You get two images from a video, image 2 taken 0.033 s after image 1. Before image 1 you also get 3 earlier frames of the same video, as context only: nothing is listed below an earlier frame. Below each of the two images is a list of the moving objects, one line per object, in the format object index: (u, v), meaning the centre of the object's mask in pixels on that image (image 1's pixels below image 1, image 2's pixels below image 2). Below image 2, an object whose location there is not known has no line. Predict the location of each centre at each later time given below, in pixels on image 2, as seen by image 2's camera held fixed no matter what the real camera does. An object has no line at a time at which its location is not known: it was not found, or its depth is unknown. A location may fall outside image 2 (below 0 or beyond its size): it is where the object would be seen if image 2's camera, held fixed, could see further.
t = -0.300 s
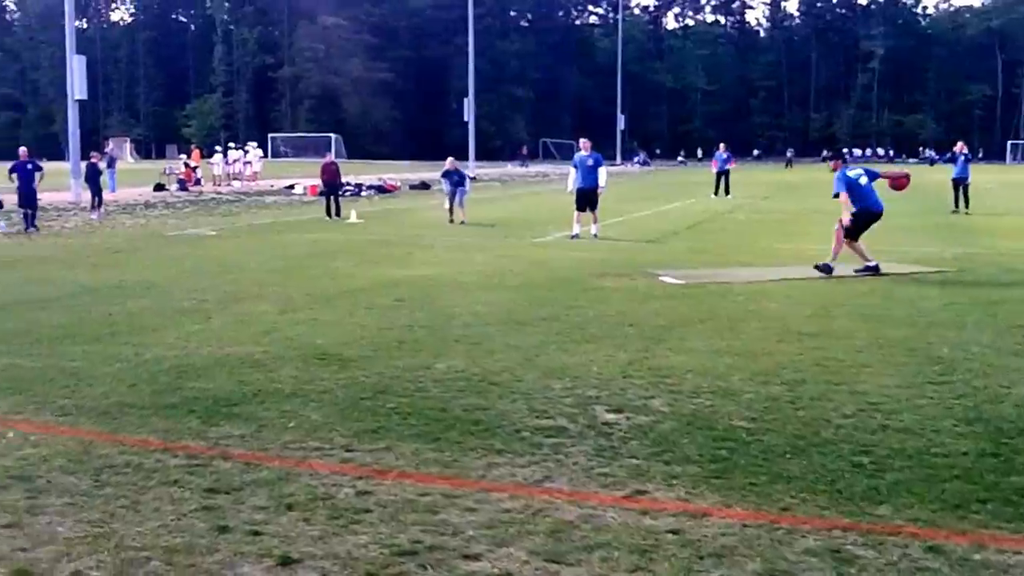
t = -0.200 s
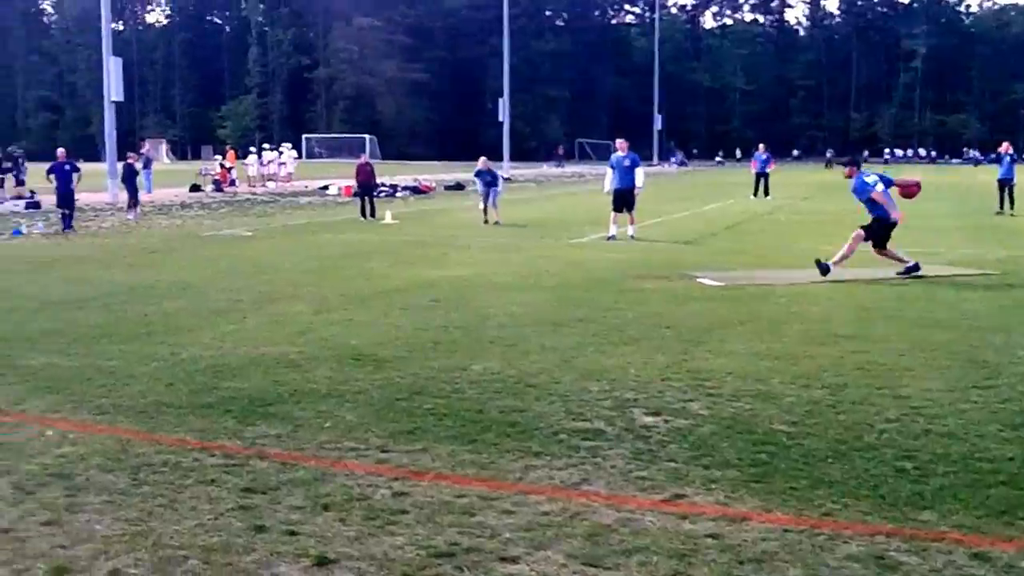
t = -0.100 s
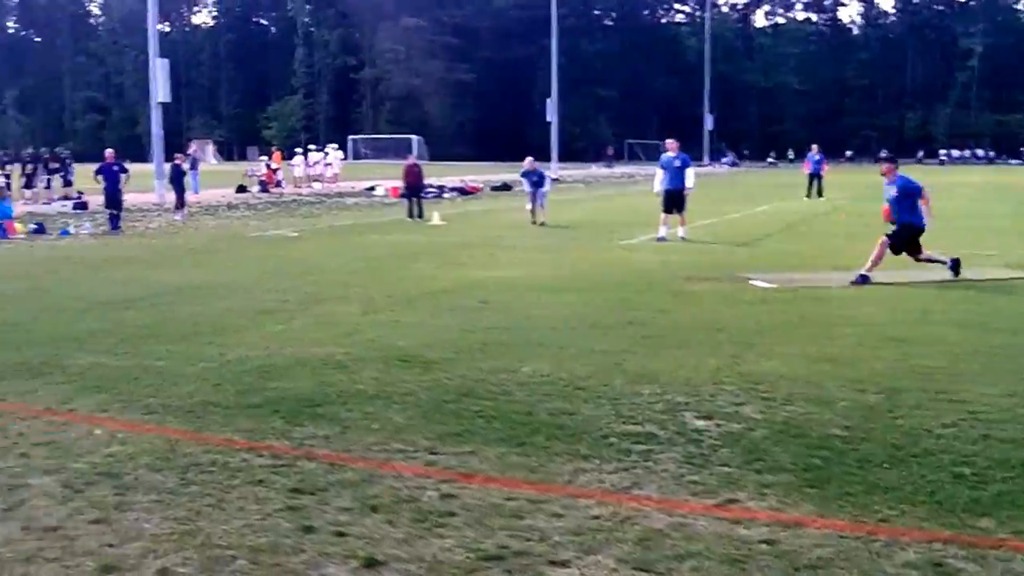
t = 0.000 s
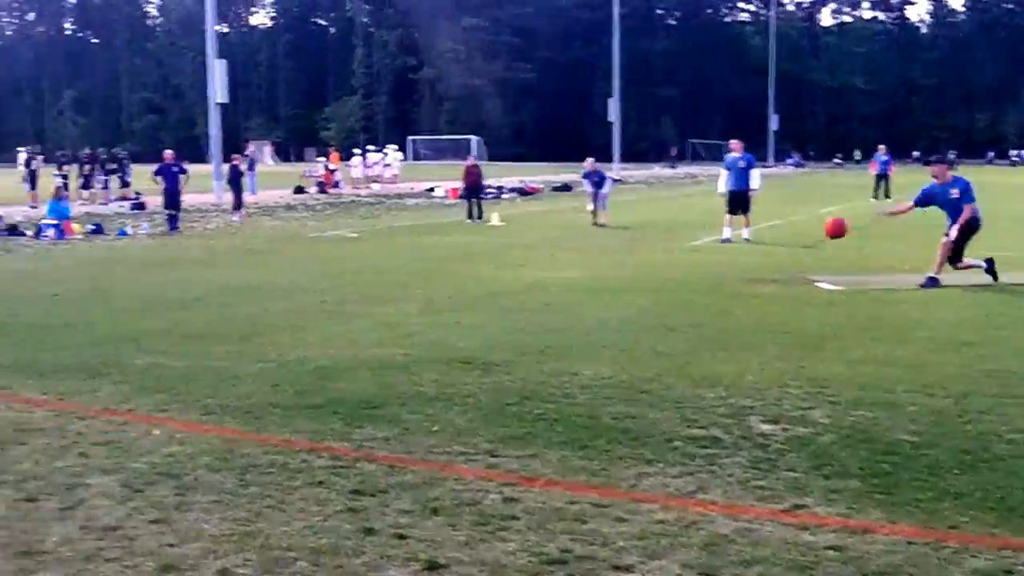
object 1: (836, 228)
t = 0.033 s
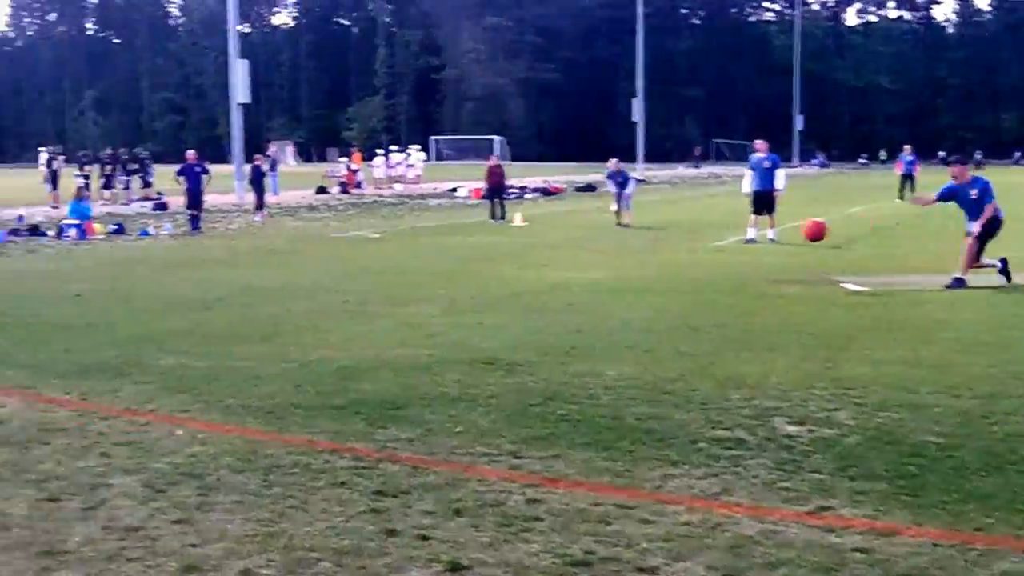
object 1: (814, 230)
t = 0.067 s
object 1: (774, 233)
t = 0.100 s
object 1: (728, 237)
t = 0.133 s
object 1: (682, 242)
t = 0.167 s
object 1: (633, 248)
